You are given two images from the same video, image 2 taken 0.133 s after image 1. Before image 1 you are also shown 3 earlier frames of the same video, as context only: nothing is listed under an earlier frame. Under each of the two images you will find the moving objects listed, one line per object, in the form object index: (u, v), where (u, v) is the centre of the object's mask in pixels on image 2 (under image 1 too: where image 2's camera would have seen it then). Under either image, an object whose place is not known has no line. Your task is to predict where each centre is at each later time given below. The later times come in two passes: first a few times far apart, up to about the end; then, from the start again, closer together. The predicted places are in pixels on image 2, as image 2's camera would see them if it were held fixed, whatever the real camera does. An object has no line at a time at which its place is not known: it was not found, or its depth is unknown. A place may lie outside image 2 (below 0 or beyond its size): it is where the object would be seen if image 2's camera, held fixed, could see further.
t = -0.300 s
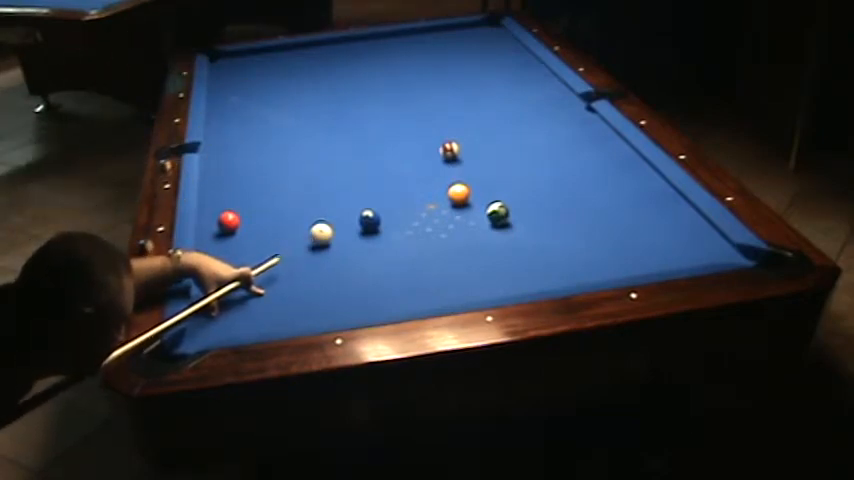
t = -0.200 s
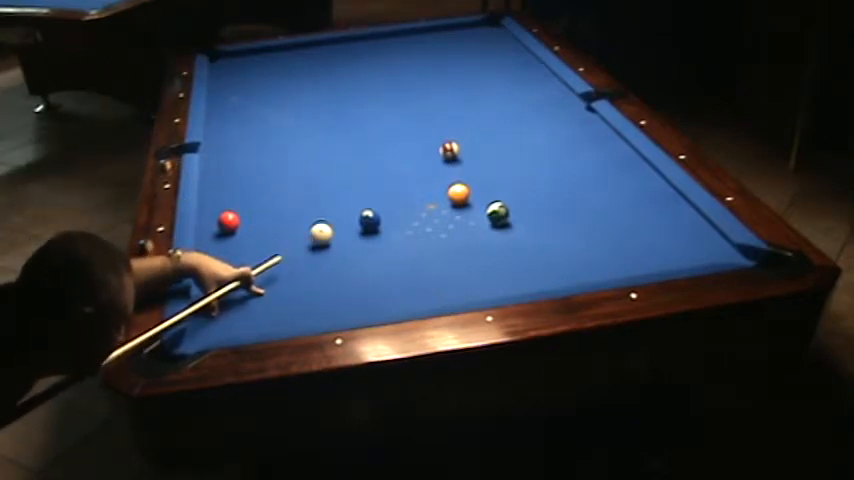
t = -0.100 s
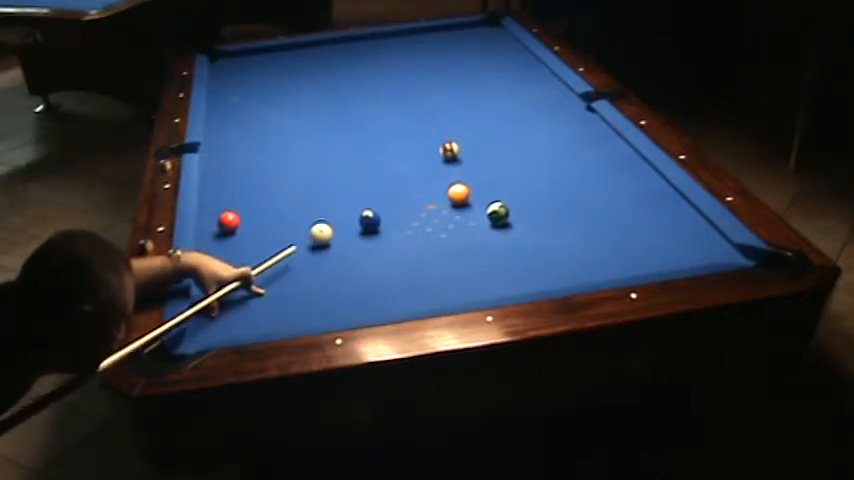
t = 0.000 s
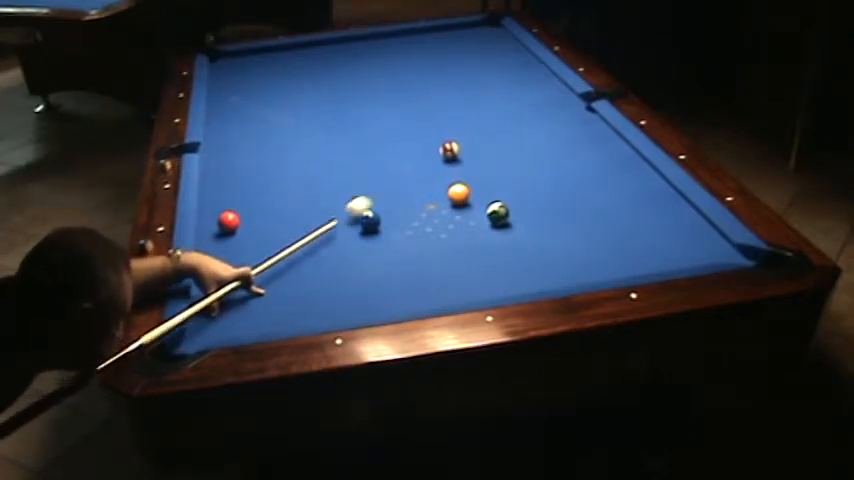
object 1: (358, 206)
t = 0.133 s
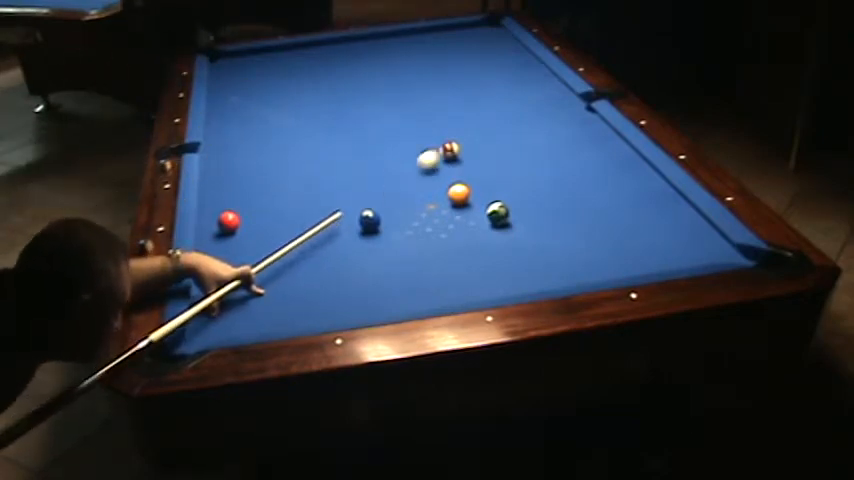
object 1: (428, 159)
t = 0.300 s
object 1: (415, 144)
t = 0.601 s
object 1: (406, 114)
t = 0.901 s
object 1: (402, 89)
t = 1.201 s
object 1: (398, 67)
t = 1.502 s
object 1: (395, 49)
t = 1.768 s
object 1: (392, 35)
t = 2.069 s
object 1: (390, 39)
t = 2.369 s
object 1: (386, 48)
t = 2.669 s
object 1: (383, 55)
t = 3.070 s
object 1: (377, 64)
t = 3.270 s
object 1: (378, 71)
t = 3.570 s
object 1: (375, 78)
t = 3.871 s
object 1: (373, 84)
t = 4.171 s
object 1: (370, 91)
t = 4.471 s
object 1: (368, 96)
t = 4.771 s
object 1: (366, 101)
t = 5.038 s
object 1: (364, 105)
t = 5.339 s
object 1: (362, 110)
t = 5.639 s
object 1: (361, 113)
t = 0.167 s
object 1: (432, 154)
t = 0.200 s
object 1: (427, 151)
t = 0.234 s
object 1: (422, 149)
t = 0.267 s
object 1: (418, 147)
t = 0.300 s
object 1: (415, 144)
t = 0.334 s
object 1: (412, 141)
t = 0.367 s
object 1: (411, 137)
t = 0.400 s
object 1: (410, 134)
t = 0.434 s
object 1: (409, 131)
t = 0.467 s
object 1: (409, 127)
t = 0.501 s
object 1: (408, 124)
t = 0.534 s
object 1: (408, 121)
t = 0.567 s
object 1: (407, 117)
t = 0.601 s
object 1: (406, 114)
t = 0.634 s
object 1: (405, 111)
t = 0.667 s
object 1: (405, 108)
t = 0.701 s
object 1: (405, 105)
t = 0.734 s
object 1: (404, 102)
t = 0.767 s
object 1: (403, 99)
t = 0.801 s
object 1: (403, 97)
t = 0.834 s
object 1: (403, 94)
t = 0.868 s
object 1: (403, 91)
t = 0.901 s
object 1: (402, 89)
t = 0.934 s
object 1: (401, 86)
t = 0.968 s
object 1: (401, 83)
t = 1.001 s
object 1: (400, 81)
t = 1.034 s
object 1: (400, 79)
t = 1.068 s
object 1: (400, 76)
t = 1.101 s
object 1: (399, 74)
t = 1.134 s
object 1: (399, 72)
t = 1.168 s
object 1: (398, 69)
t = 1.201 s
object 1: (398, 67)
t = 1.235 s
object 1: (398, 65)
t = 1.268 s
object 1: (397, 63)
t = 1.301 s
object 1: (397, 60)
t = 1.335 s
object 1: (396, 59)
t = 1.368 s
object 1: (396, 57)
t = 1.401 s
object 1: (396, 55)
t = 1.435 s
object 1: (395, 52)
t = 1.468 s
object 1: (395, 51)
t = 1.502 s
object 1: (395, 49)
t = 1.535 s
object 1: (395, 47)
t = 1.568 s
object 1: (394, 45)
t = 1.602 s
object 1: (394, 44)
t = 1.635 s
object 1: (393, 42)
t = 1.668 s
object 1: (393, 40)
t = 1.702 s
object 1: (392, 39)
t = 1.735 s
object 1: (392, 36)
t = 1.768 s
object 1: (392, 35)
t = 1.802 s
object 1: (392, 34)
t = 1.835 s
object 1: (392, 33)
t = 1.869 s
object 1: (391, 34)
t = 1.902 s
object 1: (391, 35)
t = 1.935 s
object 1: (391, 36)
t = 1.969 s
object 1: (390, 37)
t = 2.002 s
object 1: (390, 38)
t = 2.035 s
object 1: (390, 39)
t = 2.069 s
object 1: (390, 39)
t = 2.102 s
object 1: (389, 40)
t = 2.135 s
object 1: (389, 41)
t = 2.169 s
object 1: (388, 42)
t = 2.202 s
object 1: (388, 43)
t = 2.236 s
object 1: (387, 44)
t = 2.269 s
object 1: (387, 45)
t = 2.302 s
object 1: (387, 46)
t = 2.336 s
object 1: (386, 46)
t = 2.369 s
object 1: (386, 48)
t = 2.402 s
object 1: (386, 48)
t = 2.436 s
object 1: (386, 49)
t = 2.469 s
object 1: (385, 50)
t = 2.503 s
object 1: (385, 51)
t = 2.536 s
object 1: (385, 52)
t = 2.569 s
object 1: (384, 53)
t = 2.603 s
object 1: (384, 54)
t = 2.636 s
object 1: (384, 55)
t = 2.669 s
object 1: (383, 55)
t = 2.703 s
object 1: (383, 56)
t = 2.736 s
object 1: (383, 57)
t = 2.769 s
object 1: (382, 58)
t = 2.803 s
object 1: (382, 59)
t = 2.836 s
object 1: (382, 60)
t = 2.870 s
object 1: (383, 58)
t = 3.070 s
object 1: (377, 64)
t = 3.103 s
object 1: (379, 66)
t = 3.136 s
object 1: (379, 68)
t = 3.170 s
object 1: (379, 68)
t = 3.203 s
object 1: (379, 69)
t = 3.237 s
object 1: (378, 70)
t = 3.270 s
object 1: (378, 71)
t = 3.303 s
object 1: (377, 72)
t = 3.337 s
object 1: (377, 72)
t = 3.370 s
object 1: (377, 73)
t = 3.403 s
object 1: (376, 74)
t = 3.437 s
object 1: (376, 75)
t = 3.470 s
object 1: (376, 75)
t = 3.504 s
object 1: (376, 76)
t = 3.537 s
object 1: (376, 77)
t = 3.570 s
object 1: (375, 78)
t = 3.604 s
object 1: (375, 79)
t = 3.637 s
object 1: (375, 79)
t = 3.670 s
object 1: (375, 80)
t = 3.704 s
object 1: (374, 81)
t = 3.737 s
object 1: (374, 81)
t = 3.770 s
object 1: (374, 82)
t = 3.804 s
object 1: (374, 83)
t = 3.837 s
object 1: (373, 84)
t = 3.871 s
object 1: (373, 84)
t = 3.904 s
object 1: (373, 85)
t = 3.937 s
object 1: (372, 85)
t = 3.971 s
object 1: (372, 86)
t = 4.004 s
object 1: (372, 87)
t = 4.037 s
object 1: (372, 88)
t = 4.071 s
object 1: (371, 89)
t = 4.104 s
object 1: (371, 89)
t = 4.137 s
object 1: (371, 90)
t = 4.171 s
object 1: (370, 91)
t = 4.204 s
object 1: (370, 91)
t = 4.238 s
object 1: (370, 91)
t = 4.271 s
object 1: (369, 92)
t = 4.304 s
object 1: (369, 93)
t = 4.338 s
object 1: (369, 93)
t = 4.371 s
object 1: (368, 94)
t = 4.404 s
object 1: (368, 95)
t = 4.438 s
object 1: (368, 95)
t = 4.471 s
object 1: (368, 96)
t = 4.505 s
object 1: (367, 96)
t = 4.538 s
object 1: (367, 97)
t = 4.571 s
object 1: (367, 98)
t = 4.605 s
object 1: (367, 98)
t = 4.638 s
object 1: (367, 99)
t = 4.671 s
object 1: (366, 100)
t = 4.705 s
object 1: (366, 100)
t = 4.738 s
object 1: (366, 100)
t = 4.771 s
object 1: (366, 101)
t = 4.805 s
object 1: (365, 102)
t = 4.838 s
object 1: (365, 102)
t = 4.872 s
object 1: (365, 102)
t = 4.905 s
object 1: (365, 103)
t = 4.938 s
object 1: (365, 104)
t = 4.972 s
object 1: (364, 104)
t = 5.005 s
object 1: (364, 105)
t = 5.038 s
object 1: (364, 105)
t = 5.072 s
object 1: (364, 106)
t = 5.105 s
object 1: (364, 106)
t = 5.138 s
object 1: (364, 107)
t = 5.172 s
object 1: (363, 108)
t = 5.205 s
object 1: (363, 108)
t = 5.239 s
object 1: (363, 108)
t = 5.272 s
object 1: (363, 109)
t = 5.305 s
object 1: (363, 109)
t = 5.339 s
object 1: (362, 110)
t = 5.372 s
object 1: (362, 110)
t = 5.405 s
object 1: (362, 111)
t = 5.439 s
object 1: (362, 111)
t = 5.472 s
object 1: (362, 111)
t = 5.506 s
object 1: (361, 112)
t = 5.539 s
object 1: (361, 112)
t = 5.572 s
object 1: (361, 113)
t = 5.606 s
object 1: (361, 113)
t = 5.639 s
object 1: (361, 113)
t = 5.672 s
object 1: (361, 114)
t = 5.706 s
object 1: (361, 114)
